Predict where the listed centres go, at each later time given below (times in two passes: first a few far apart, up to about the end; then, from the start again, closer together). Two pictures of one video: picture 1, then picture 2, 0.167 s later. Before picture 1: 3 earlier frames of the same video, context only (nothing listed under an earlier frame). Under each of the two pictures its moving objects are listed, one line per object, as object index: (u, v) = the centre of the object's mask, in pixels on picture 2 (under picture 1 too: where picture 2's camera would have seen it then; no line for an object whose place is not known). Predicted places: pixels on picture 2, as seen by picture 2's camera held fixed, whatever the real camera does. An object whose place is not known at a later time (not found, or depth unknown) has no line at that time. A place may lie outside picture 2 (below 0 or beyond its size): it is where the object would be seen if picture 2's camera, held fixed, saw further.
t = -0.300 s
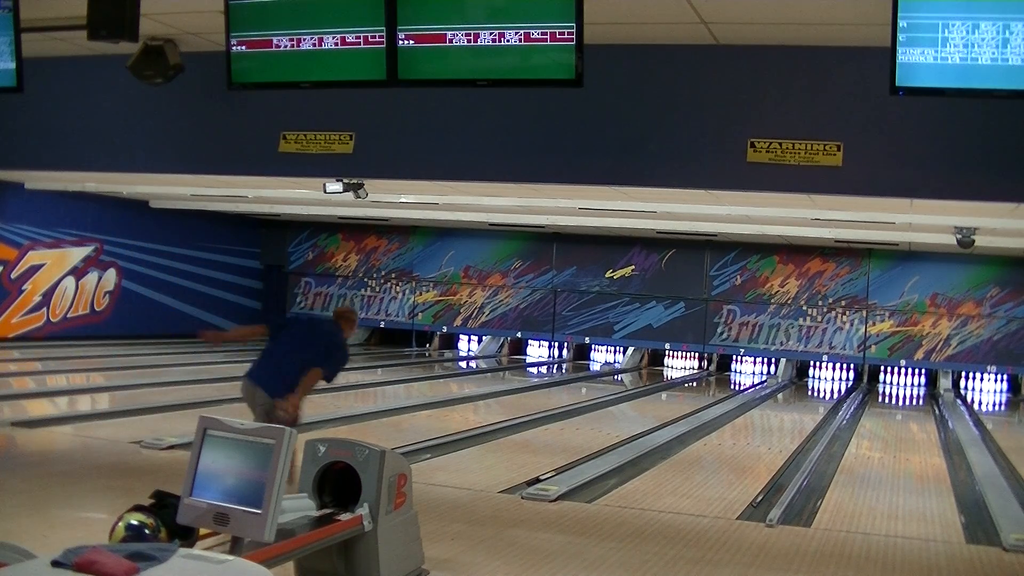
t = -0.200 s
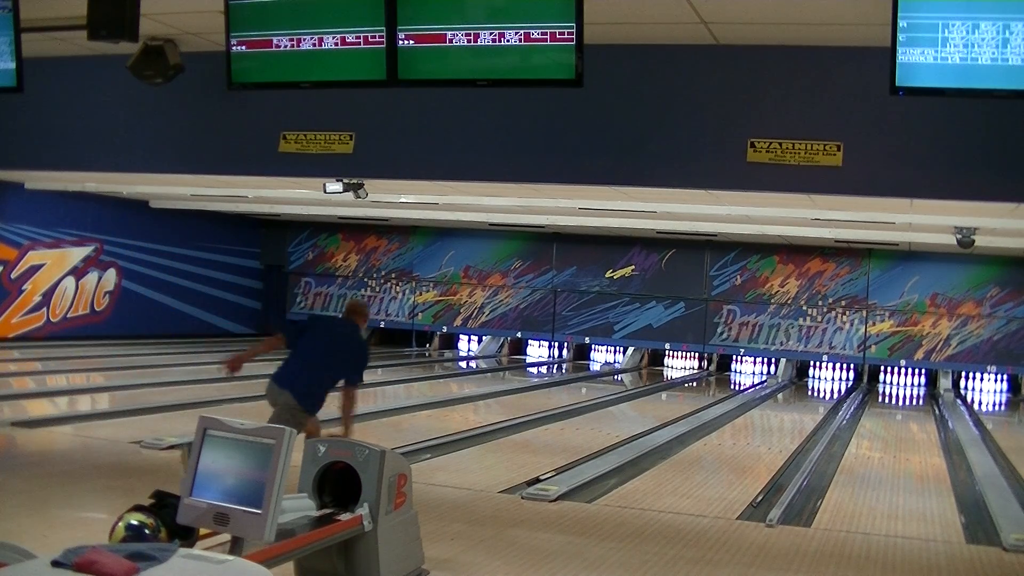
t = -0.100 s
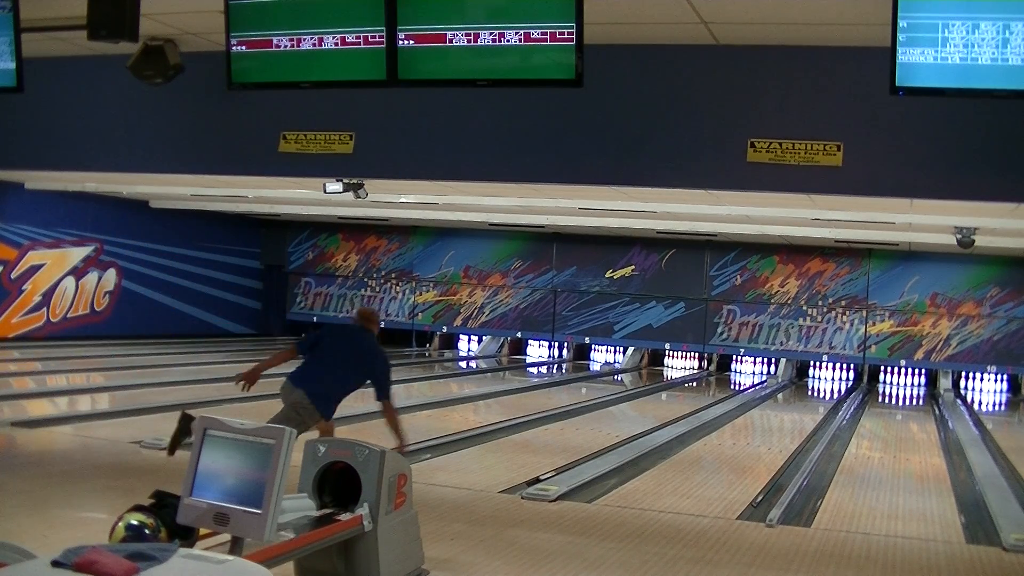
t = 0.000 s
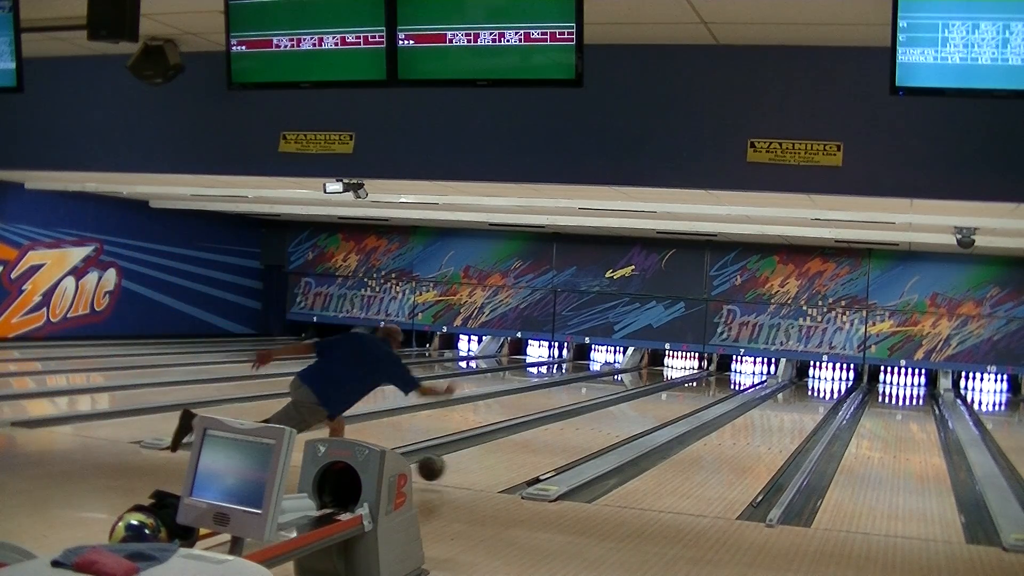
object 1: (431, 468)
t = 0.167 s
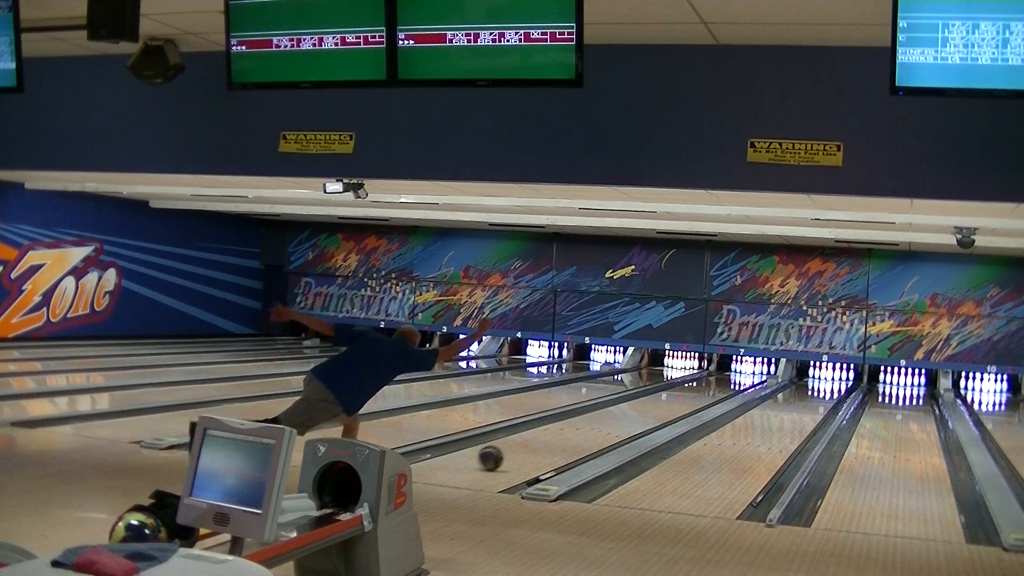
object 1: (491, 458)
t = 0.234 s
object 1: (511, 452)
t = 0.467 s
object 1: (569, 433)
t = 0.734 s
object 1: (618, 417)
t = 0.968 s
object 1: (650, 408)
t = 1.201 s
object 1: (675, 399)
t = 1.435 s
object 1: (696, 392)
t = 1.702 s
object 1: (714, 385)
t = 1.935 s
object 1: (728, 380)
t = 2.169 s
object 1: (737, 377)
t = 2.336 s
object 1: (743, 374)
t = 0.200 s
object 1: (501, 455)
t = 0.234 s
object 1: (511, 452)
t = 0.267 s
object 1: (521, 449)
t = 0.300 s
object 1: (529, 446)
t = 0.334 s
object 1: (538, 443)
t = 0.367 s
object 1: (546, 440)
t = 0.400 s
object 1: (554, 438)
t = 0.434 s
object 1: (562, 435)
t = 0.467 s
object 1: (569, 433)
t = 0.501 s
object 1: (576, 431)
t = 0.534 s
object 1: (583, 429)
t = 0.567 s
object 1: (589, 426)
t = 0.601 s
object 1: (596, 424)
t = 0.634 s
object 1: (601, 422)
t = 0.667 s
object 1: (607, 421)
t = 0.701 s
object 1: (613, 419)
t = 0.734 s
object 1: (618, 417)
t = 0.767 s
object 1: (623, 416)
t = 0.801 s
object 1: (628, 415)
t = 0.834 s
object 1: (633, 413)
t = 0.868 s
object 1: (638, 412)
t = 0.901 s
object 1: (642, 411)
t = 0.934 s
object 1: (646, 409)
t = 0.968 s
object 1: (650, 408)
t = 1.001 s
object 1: (654, 406)
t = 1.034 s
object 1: (658, 405)
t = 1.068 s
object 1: (662, 404)
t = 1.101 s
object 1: (665, 403)
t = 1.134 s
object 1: (669, 401)
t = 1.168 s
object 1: (672, 400)
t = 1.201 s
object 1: (675, 399)
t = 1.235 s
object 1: (679, 399)
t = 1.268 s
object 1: (682, 397)
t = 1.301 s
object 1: (684, 397)
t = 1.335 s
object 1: (687, 397)
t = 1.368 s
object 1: (690, 394)
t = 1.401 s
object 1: (693, 394)
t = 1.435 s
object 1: (696, 392)
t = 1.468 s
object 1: (698, 392)
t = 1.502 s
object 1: (700, 392)
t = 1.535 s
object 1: (702, 390)
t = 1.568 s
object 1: (705, 387)
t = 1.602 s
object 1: (708, 387)
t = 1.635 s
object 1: (710, 386)
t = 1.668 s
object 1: (711, 385)
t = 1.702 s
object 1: (714, 385)
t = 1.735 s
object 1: (715, 386)
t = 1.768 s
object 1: (717, 384)
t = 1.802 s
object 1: (719, 385)
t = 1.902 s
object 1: (729, 379)
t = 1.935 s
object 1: (728, 380)
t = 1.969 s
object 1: (730, 380)
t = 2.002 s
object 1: (731, 380)
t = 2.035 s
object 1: (731, 379)
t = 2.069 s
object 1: (733, 379)
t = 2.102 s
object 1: (736, 378)
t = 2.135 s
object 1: (735, 378)
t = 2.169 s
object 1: (737, 377)
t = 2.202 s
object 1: (738, 376)
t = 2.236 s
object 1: (739, 376)
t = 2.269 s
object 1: (740, 375)
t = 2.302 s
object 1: (742, 374)
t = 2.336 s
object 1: (743, 374)
